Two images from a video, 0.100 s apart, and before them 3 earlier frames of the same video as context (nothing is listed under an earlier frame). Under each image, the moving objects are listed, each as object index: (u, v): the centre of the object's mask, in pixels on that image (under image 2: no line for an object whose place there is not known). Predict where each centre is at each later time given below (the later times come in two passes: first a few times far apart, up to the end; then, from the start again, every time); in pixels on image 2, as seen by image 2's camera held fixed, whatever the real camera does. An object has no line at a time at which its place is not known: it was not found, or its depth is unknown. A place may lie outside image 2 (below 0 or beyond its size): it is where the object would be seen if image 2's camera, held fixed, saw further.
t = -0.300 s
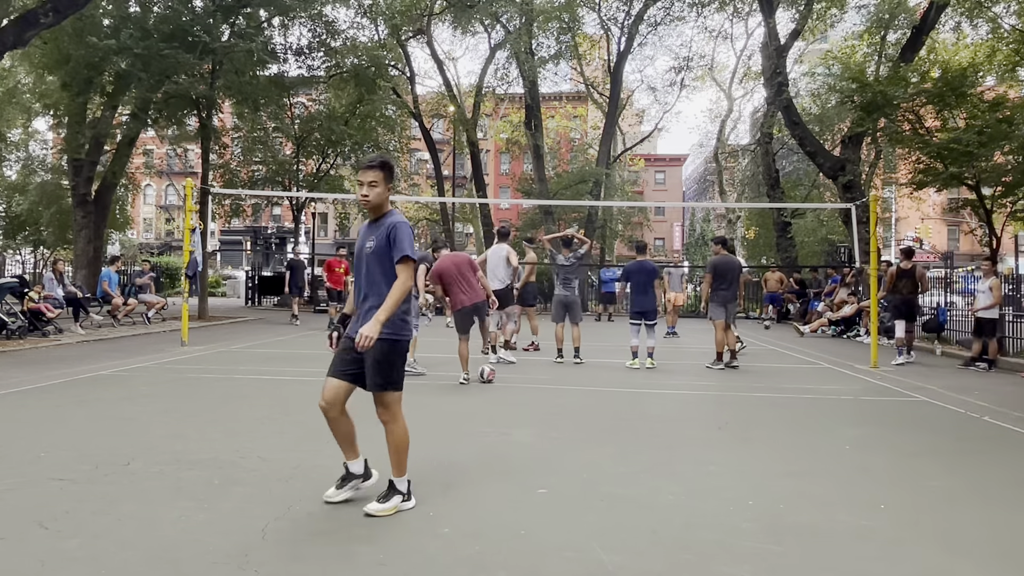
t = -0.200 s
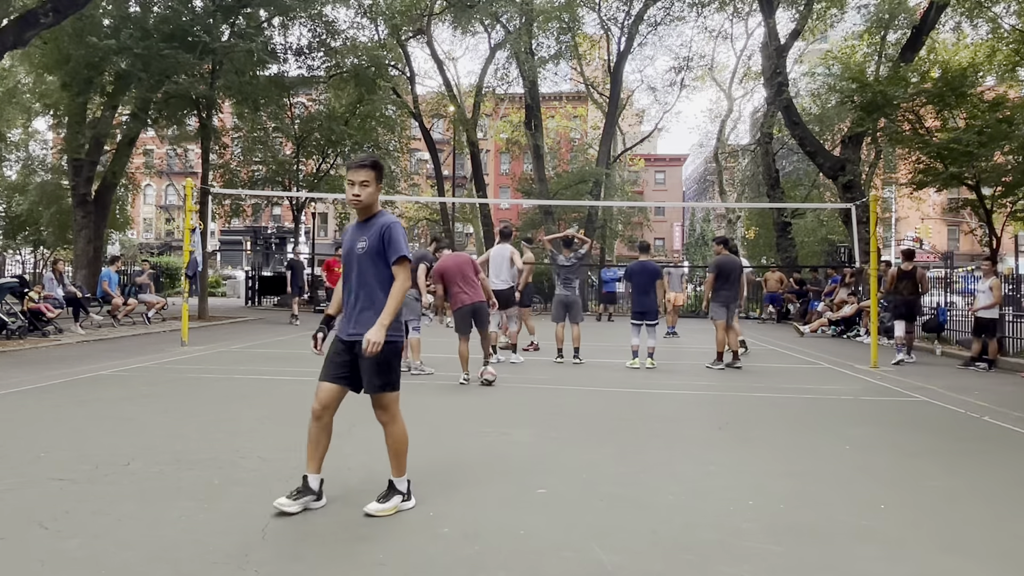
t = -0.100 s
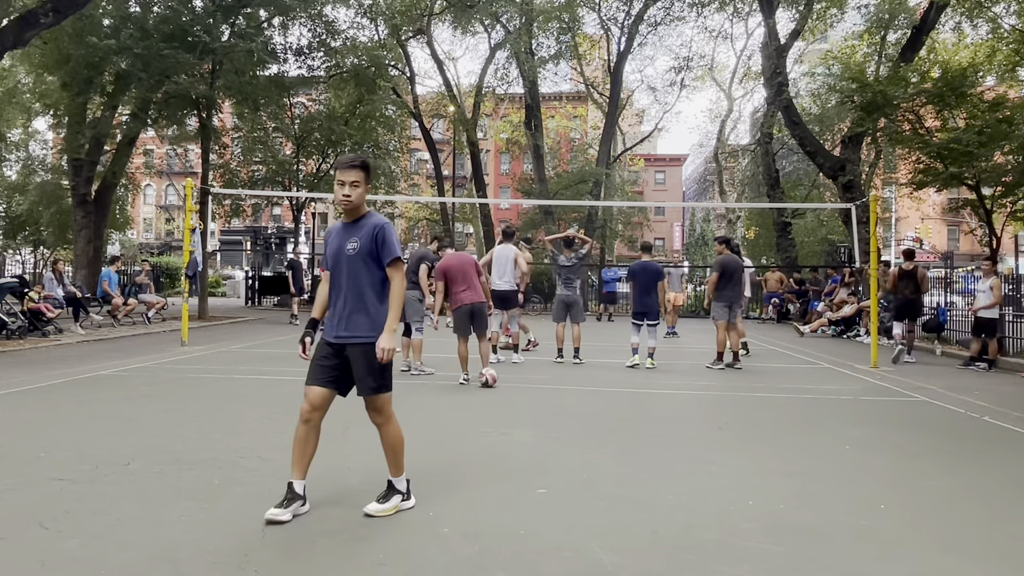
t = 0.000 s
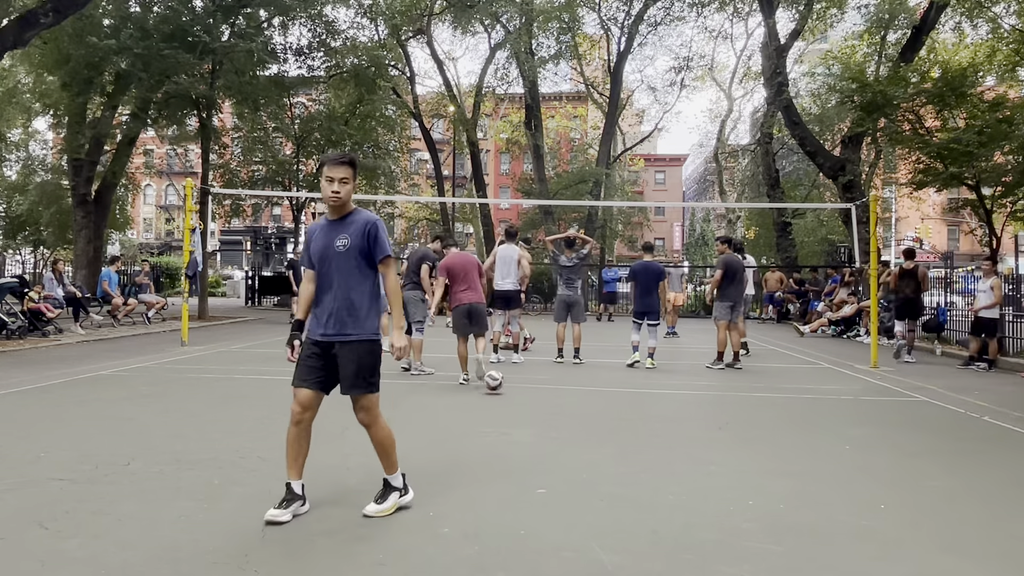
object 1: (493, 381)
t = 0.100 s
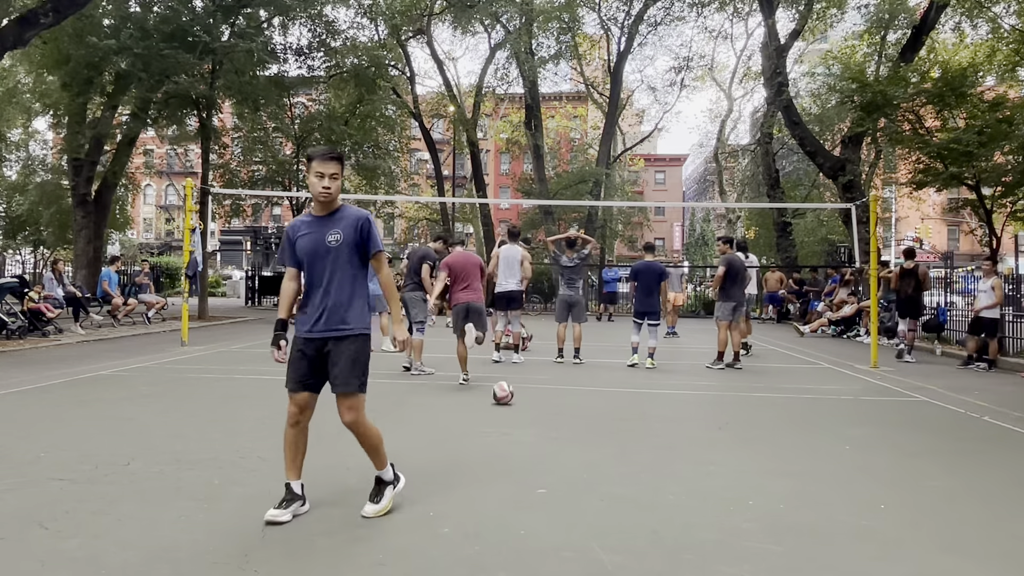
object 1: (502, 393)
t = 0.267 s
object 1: (519, 408)
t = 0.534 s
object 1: (555, 437)
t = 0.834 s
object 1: (623, 493)
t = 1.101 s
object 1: (736, 564)
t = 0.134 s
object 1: (505, 394)
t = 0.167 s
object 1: (508, 396)
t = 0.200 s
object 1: (511, 399)
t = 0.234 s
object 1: (515, 403)
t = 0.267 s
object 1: (519, 408)
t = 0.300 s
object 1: (523, 408)
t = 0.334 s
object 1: (526, 411)
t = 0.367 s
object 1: (530, 415)
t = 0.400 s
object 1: (535, 421)
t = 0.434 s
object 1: (539, 425)
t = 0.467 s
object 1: (543, 428)
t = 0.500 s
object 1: (549, 431)
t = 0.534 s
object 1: (555, 437)
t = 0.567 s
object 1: (560, 444)
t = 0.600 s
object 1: (566, 448)
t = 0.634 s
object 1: (573, 452)
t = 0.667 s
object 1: (580, 460)
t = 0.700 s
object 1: (587, 465)
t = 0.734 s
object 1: (595, 471)
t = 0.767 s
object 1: (604, 479)
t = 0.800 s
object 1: (613, 486)
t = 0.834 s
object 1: (623, 493)
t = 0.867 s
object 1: (634, 503)
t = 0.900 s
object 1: (646, 510)
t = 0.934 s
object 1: (657, 518)
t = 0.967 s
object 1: (671, 531)
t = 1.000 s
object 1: (685, 542)
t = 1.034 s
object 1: (701, 551)
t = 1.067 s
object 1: (718, 559)
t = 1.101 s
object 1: (736, 564)
